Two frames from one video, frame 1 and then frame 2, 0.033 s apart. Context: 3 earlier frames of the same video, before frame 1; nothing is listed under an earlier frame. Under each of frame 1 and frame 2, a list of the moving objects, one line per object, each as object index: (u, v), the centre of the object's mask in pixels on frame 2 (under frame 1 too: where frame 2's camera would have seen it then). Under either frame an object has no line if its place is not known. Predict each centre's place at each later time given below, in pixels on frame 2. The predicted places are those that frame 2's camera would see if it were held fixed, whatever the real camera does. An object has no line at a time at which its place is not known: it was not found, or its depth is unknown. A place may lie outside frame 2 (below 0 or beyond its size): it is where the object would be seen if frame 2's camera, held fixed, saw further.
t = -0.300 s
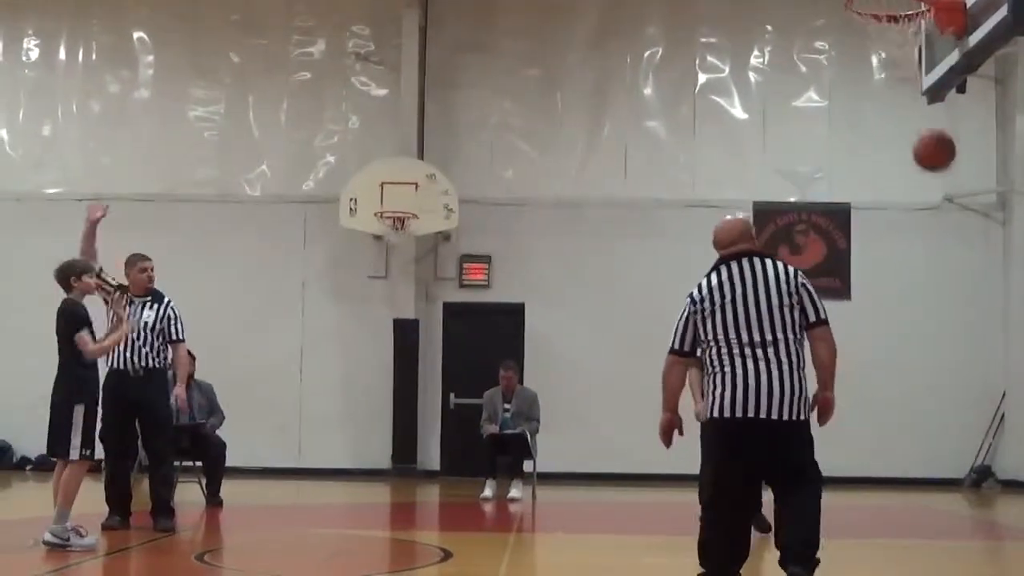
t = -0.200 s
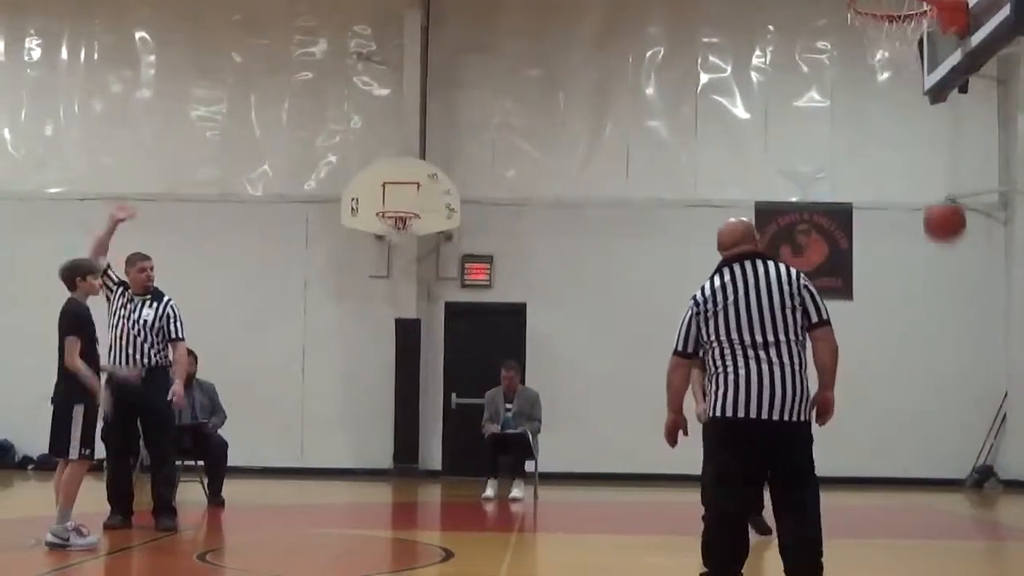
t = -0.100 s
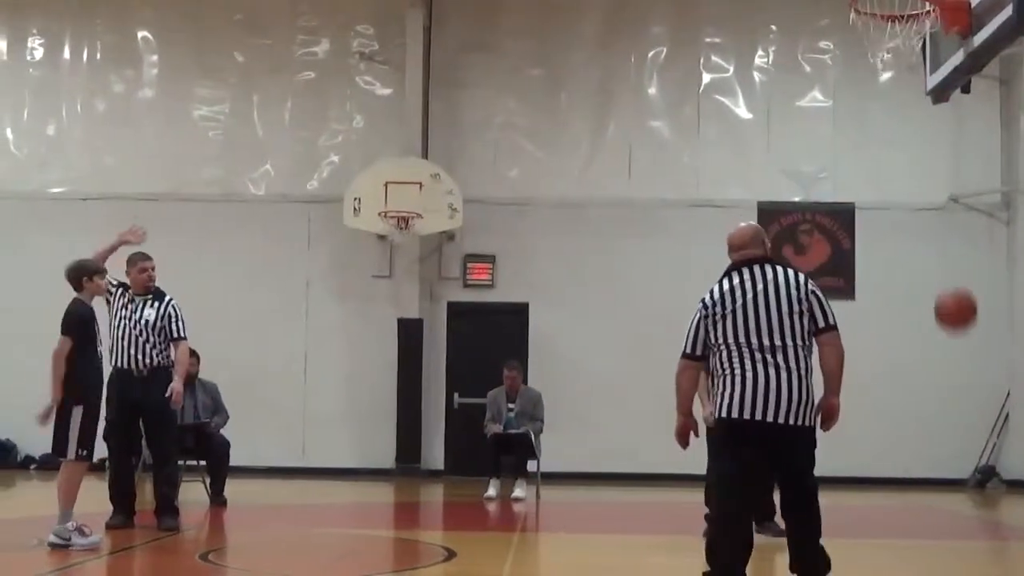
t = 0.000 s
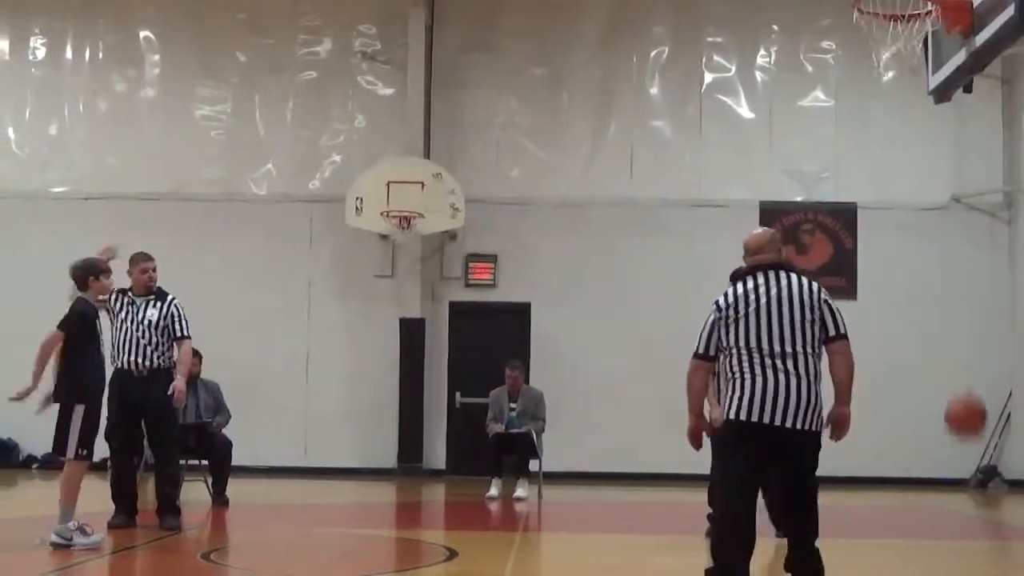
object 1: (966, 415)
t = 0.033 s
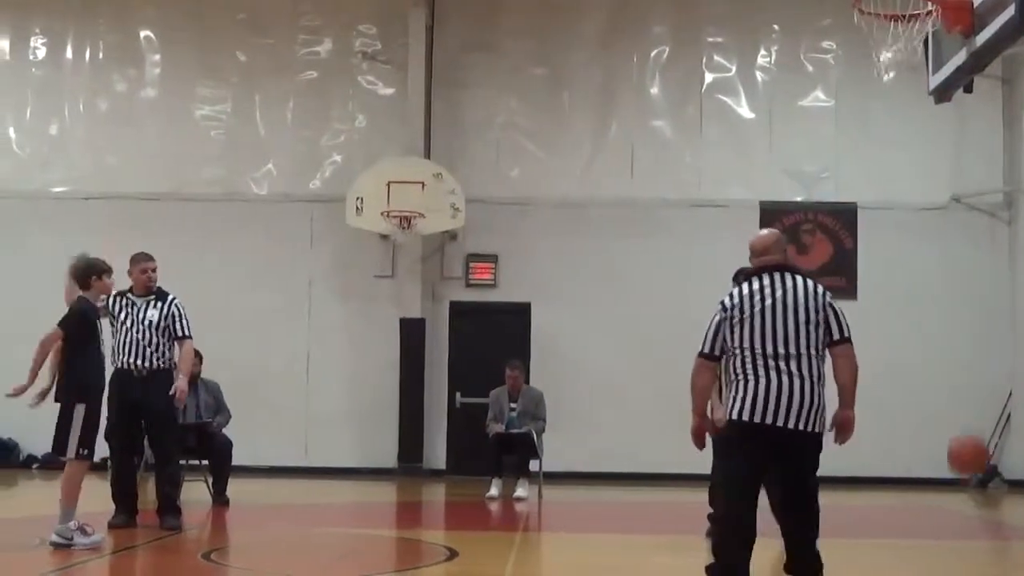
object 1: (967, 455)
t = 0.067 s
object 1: (971, 496)
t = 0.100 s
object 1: (975, 541)
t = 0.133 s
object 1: (976, 520)
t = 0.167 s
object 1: (978, 489)
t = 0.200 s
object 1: (978, 463)
